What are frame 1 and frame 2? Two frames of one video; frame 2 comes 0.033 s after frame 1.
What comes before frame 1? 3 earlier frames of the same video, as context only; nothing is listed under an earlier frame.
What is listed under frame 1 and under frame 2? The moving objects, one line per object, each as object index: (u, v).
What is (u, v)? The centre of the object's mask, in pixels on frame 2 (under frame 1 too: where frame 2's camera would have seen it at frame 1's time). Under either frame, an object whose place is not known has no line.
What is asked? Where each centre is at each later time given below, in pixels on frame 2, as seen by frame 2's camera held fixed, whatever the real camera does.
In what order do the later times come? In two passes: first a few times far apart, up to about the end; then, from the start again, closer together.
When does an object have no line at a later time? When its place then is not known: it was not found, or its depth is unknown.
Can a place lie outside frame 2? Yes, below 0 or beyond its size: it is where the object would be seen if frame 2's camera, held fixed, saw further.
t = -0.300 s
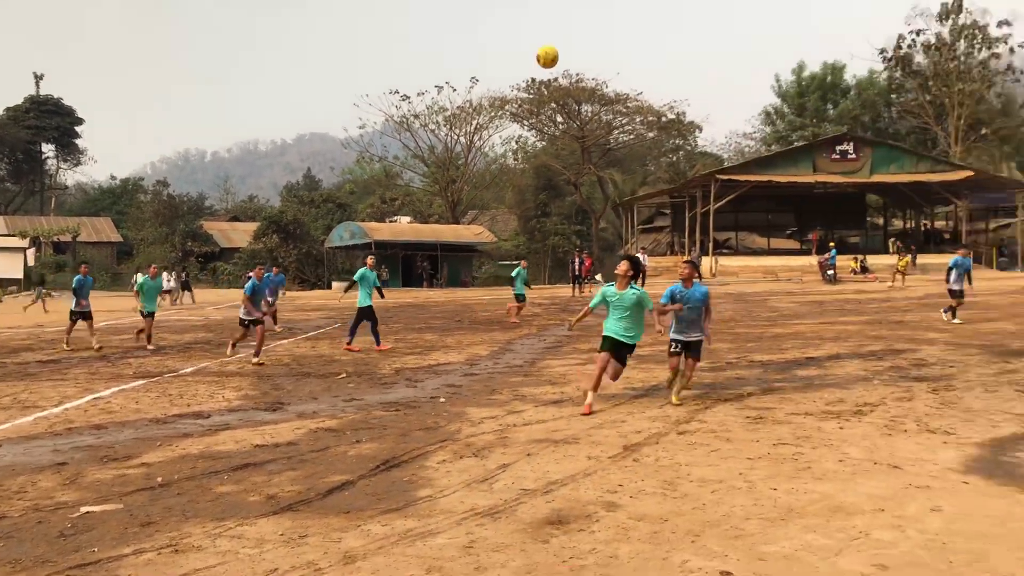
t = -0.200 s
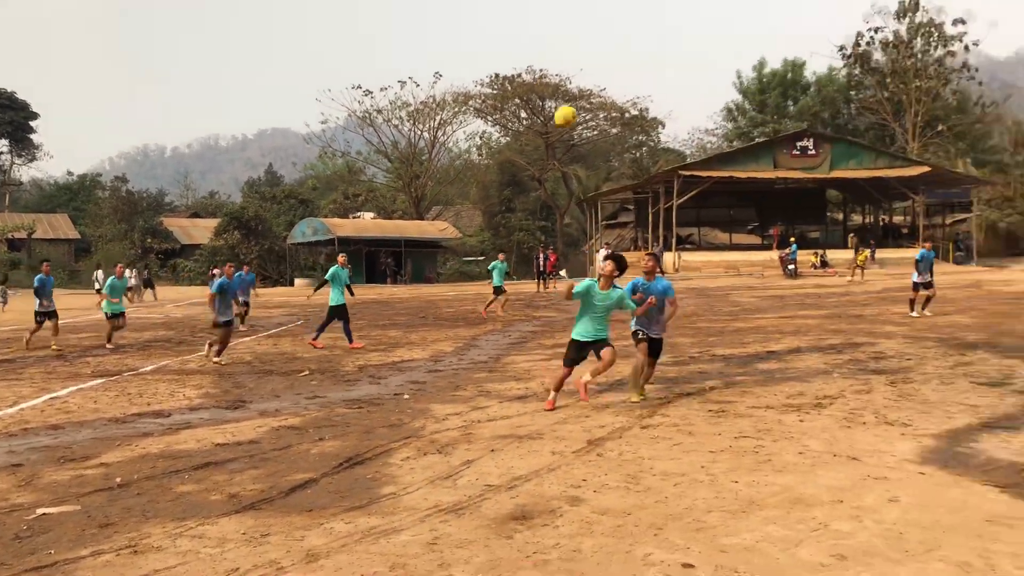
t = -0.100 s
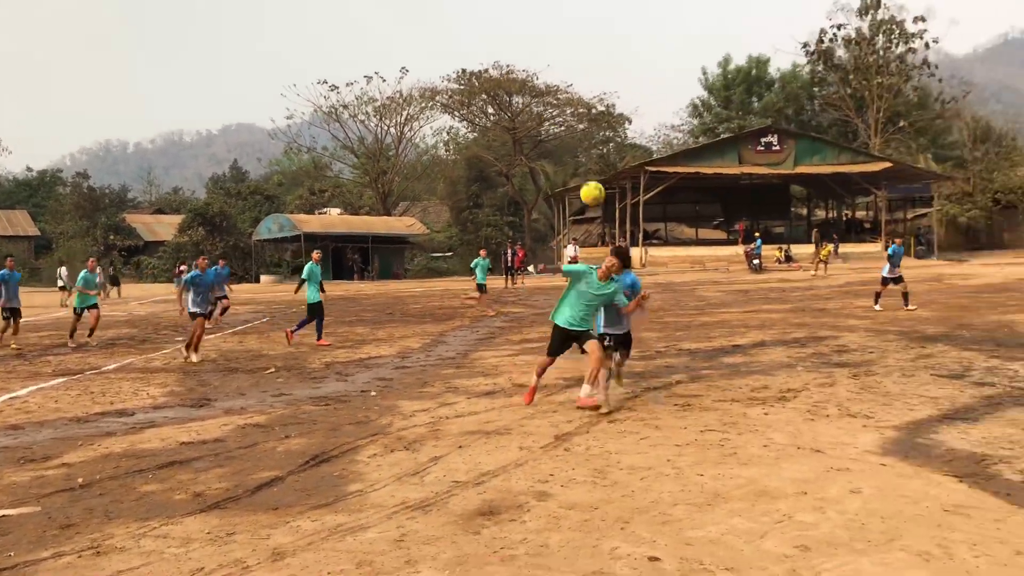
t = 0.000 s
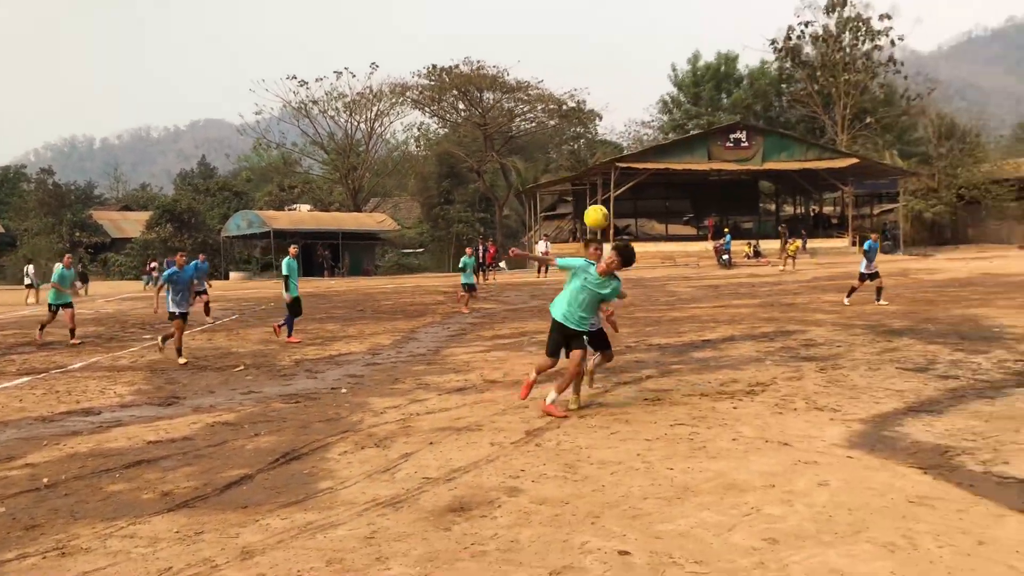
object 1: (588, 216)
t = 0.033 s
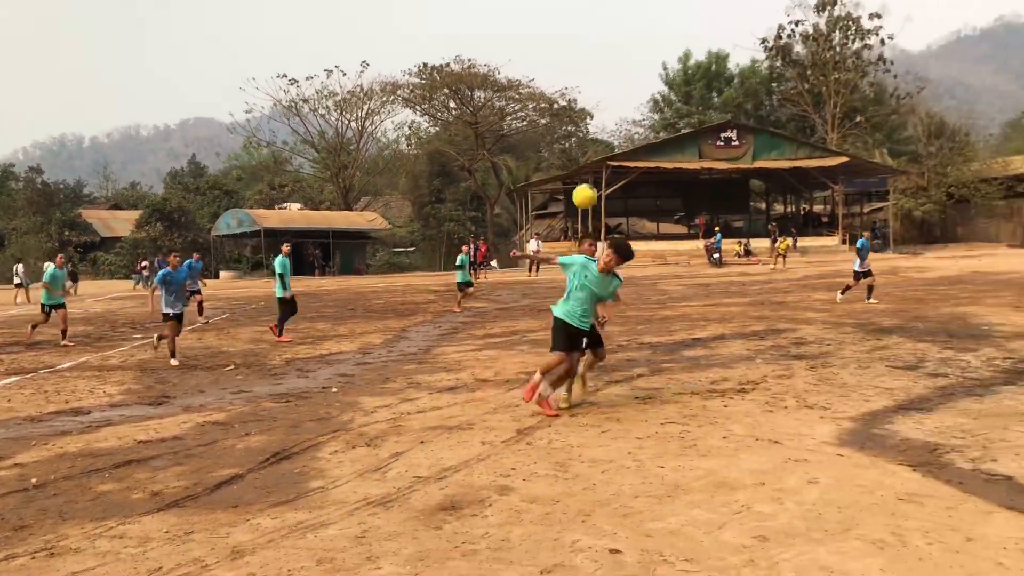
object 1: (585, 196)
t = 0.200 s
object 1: (563, 116)
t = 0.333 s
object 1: (550, 70)
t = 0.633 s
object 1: (531, 35)
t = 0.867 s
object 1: (518, 87)
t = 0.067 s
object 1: (581, 178)
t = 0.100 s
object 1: (577, 161)
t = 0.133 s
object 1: (572, 146)
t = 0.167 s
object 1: (566, 130)
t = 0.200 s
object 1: (563, 116)
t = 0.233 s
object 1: (560, 103)
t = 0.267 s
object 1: (556, 91)
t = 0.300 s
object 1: (552, 80)
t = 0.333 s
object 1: (550, 70)
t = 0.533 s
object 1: (535, 34)
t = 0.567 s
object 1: (534, 34)
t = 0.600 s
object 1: (532, 34)
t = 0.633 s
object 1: (531, 35)
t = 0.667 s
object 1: (529, 37)
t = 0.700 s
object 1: (527, 42)
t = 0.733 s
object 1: (526, 48)
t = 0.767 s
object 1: (524, 56)
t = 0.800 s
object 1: (522, 65)
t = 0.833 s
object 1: (520, 75)
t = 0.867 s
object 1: (518, 87)
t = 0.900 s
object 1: (516, 101)
